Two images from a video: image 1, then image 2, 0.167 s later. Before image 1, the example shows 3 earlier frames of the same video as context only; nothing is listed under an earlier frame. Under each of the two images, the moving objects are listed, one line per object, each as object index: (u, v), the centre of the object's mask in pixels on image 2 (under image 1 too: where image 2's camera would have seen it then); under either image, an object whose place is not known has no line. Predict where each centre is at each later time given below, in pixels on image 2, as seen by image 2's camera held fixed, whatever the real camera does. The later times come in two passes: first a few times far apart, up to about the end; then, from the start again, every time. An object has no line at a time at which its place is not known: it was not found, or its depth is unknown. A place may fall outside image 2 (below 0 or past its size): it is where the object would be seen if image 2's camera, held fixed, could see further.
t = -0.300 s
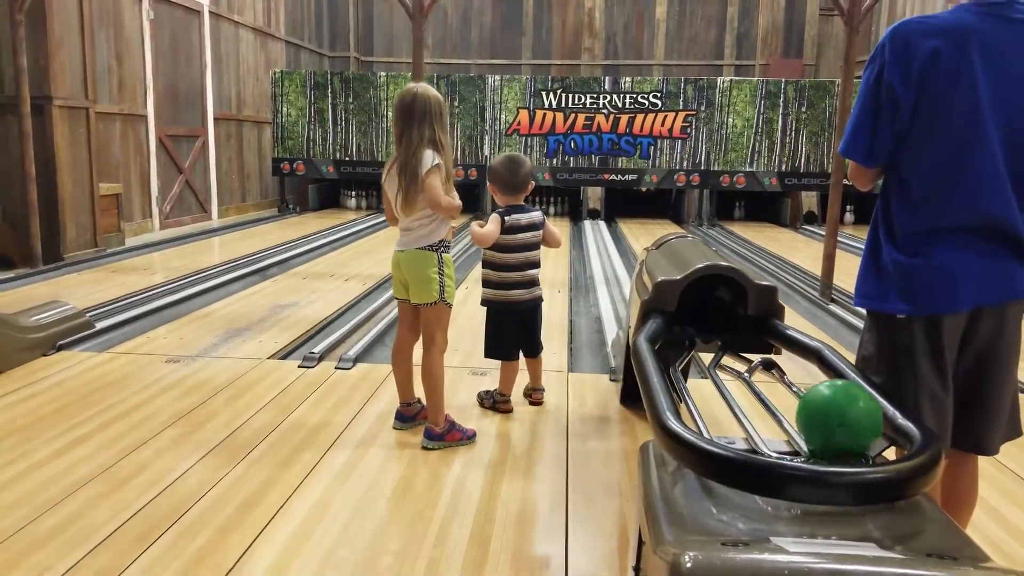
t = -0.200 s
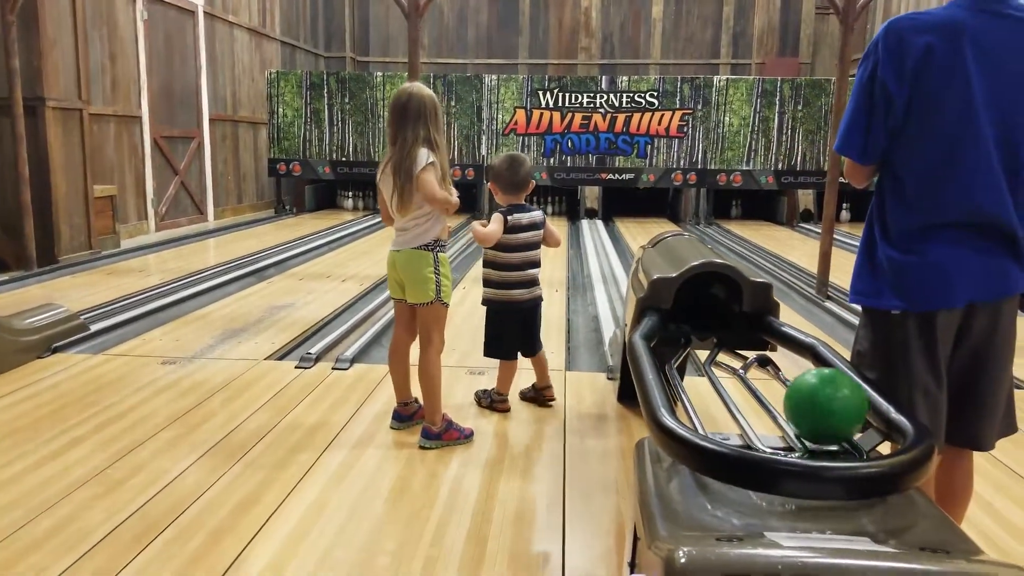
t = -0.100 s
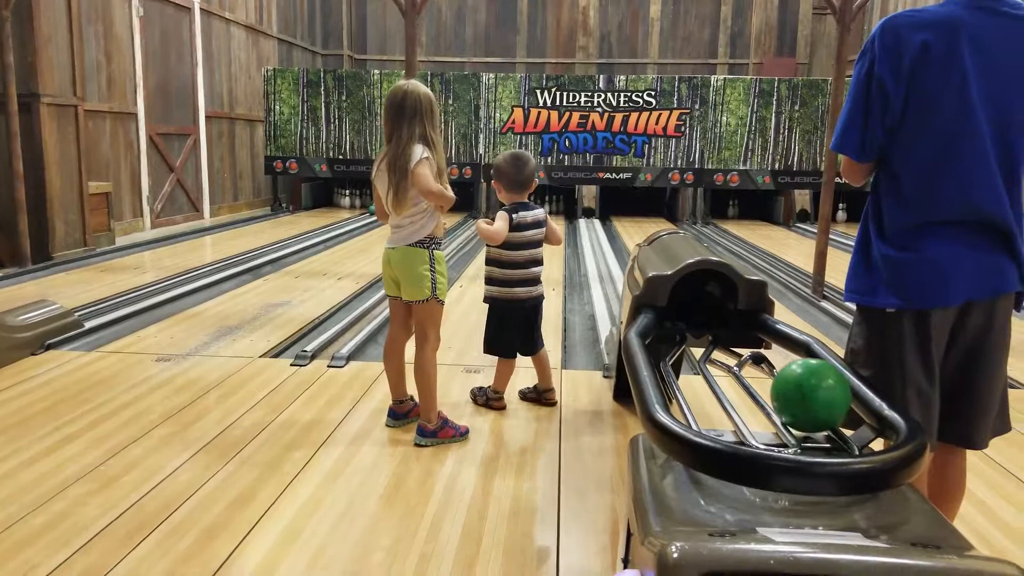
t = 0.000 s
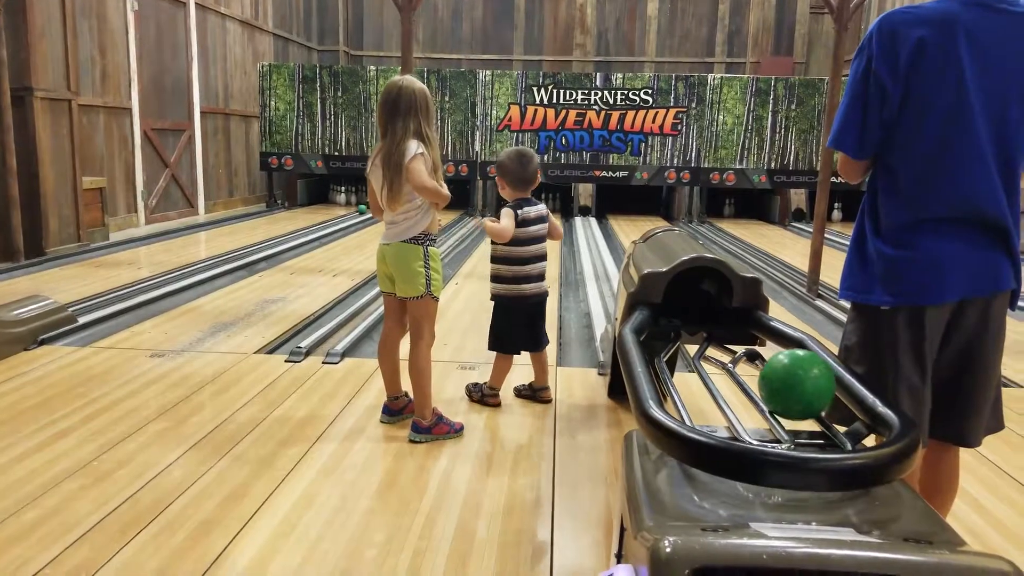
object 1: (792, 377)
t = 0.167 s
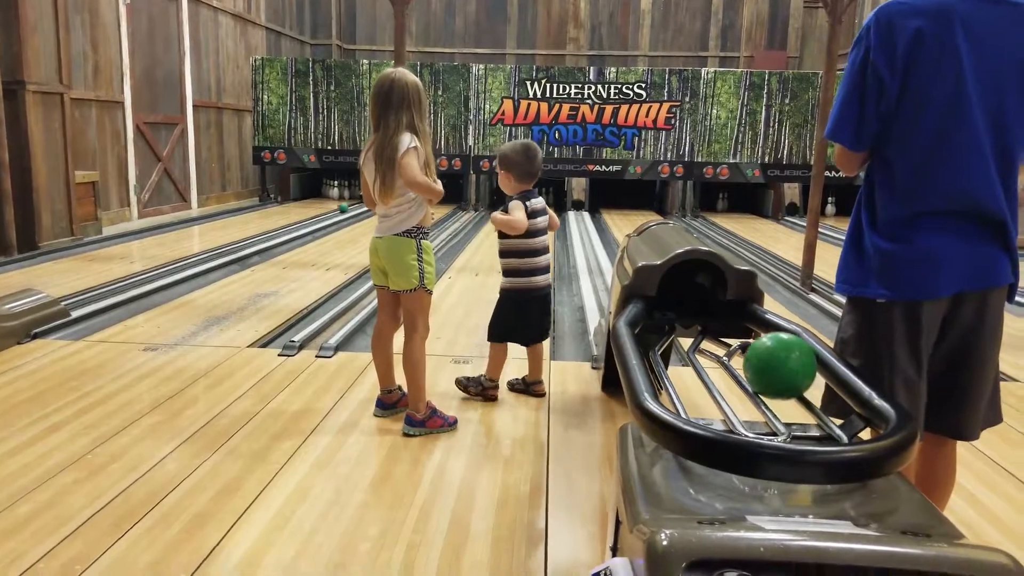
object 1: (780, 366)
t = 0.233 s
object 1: (775, 362)
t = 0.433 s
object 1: (761, 350)
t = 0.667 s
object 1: (764, 350)
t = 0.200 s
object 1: (777, 364)
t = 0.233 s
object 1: (775, 362)
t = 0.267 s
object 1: (773, 360)
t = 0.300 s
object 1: (770, 358)
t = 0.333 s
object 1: (768, 356)
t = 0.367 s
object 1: (766, 354)
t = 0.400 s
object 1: (763, 352)
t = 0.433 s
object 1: (761, 350)
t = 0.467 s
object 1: (758, 348)
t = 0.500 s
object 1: (756, 346)
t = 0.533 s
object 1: (757, 342)
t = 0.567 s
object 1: (759, 343)
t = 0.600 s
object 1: (760, 349)
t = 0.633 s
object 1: (763, 349)
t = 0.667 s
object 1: (764, 350)
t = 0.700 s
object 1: (763, 351)
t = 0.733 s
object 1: (764, 352)
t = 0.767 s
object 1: (764, 352)
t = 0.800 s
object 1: (765, 353)
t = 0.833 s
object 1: (766, 353)
